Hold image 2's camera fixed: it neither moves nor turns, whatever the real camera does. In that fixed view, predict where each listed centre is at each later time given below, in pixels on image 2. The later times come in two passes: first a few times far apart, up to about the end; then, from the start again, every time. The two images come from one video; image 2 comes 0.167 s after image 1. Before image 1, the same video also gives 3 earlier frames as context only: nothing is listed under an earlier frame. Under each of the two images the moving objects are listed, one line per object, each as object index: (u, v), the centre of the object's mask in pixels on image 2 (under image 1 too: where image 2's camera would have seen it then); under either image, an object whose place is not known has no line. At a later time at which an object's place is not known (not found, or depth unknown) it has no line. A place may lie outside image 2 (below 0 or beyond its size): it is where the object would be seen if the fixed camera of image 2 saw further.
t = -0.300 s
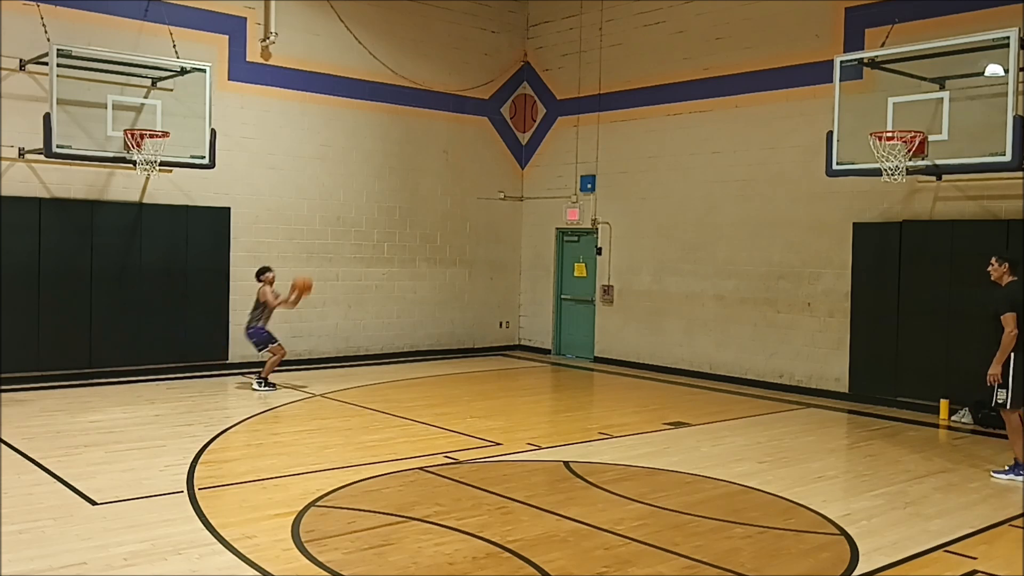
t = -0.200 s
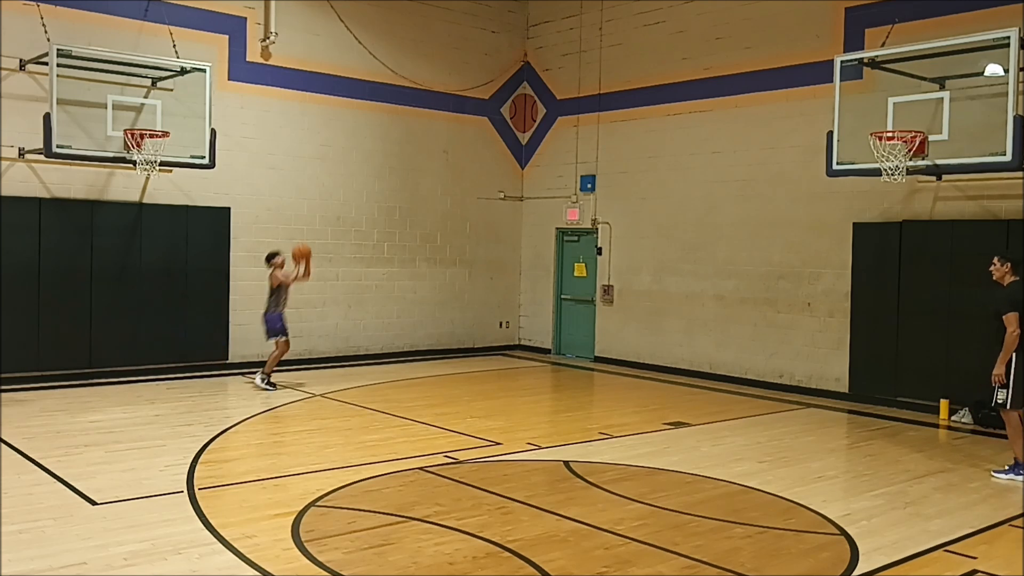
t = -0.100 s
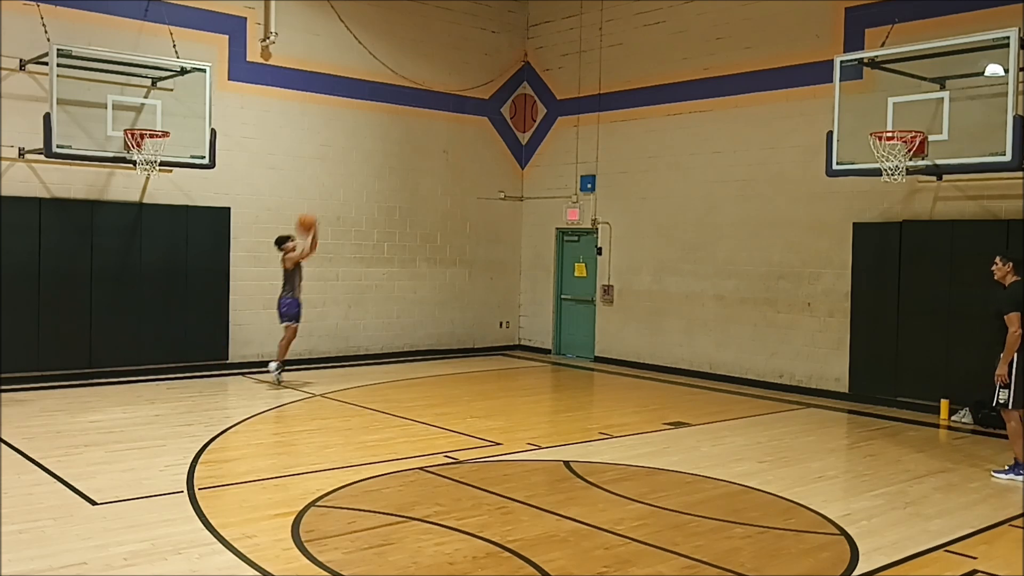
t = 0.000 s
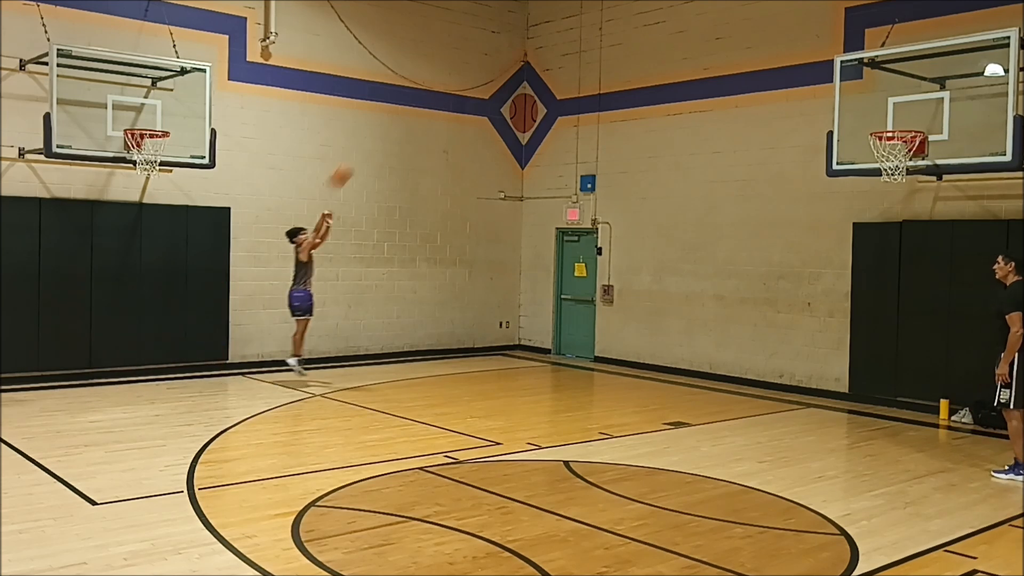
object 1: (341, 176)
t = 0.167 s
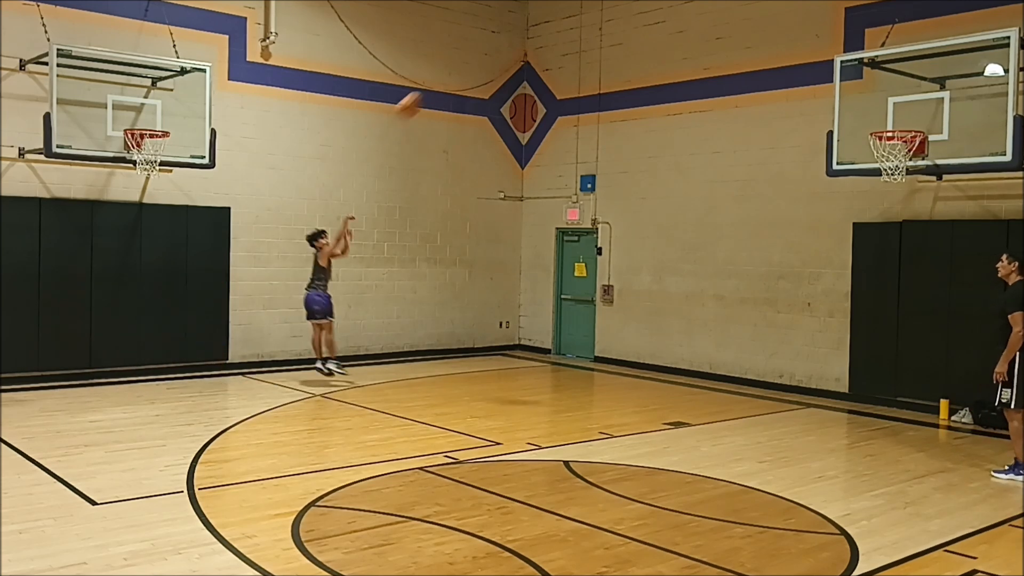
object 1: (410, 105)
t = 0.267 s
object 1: (452, 73)
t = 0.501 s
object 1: (559, 26)
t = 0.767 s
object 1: (697, 28)
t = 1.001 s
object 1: (821, 82)
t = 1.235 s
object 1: (895, 151)
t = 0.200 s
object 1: (423, 94)
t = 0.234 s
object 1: (439, 82)
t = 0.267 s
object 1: (452, 73)
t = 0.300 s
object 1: (466, 63)
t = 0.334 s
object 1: (481, 55)
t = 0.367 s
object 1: (497, 47)
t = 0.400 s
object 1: (513, 41)
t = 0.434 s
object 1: (528, 35)
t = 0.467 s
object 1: (544, 29)
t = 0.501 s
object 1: (559, 26)
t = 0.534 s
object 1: (576, 22)
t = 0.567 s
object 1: (594, 21)
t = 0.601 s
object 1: (611, 19)
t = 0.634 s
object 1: (627, 18)
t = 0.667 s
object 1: (644, 19)
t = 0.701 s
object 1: (661, 20)
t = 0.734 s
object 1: (678, 23)
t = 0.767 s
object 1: (697, 28)
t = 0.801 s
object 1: (714, 32)
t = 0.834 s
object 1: (730, 38)
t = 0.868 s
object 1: (750, 45)
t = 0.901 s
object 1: (767, 54)
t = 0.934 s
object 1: (786, 63)
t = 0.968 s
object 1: (806, 73)
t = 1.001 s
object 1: (821, 82)
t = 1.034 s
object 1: (846, 100)
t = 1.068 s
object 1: (864, 114)
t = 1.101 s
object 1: (880, 123)
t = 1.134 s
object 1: (899, 125)
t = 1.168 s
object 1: (906, 139)
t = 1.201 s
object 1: (903, 144)
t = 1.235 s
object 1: (895, 151)
